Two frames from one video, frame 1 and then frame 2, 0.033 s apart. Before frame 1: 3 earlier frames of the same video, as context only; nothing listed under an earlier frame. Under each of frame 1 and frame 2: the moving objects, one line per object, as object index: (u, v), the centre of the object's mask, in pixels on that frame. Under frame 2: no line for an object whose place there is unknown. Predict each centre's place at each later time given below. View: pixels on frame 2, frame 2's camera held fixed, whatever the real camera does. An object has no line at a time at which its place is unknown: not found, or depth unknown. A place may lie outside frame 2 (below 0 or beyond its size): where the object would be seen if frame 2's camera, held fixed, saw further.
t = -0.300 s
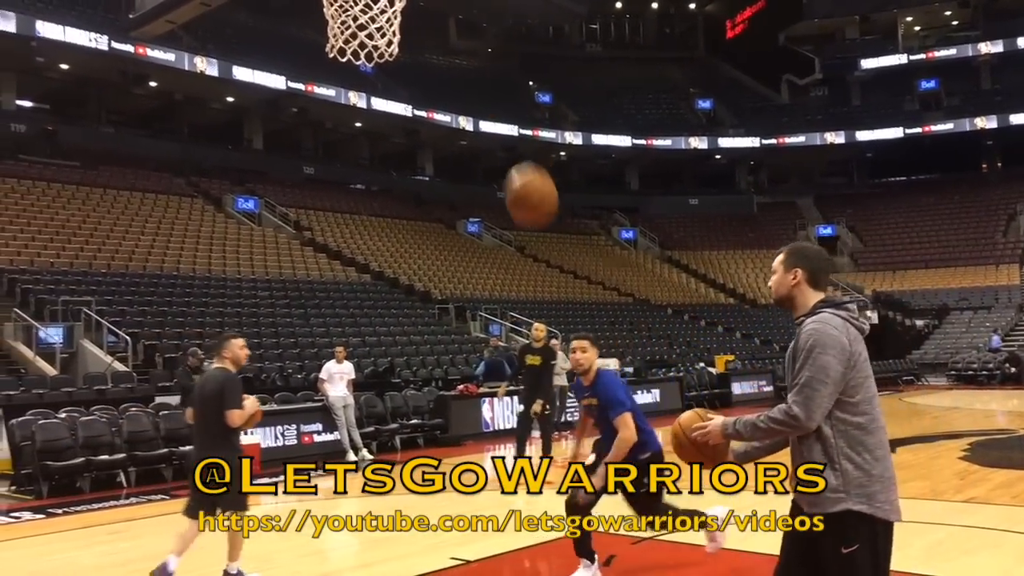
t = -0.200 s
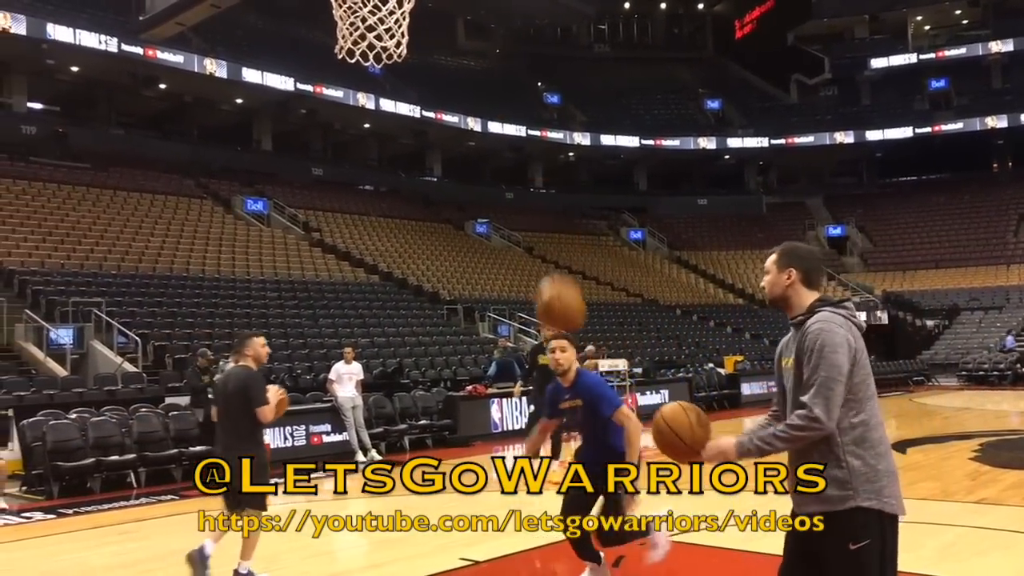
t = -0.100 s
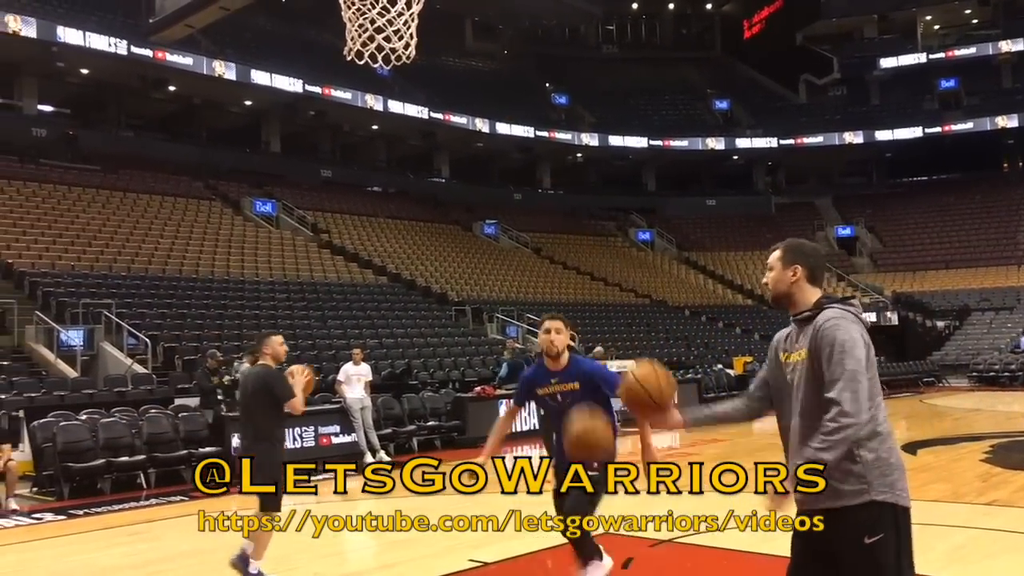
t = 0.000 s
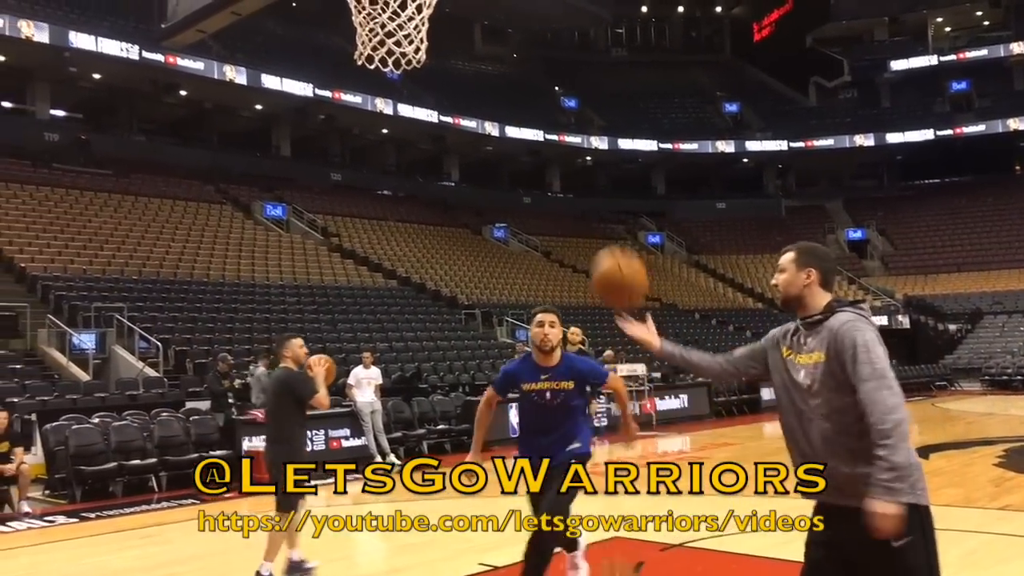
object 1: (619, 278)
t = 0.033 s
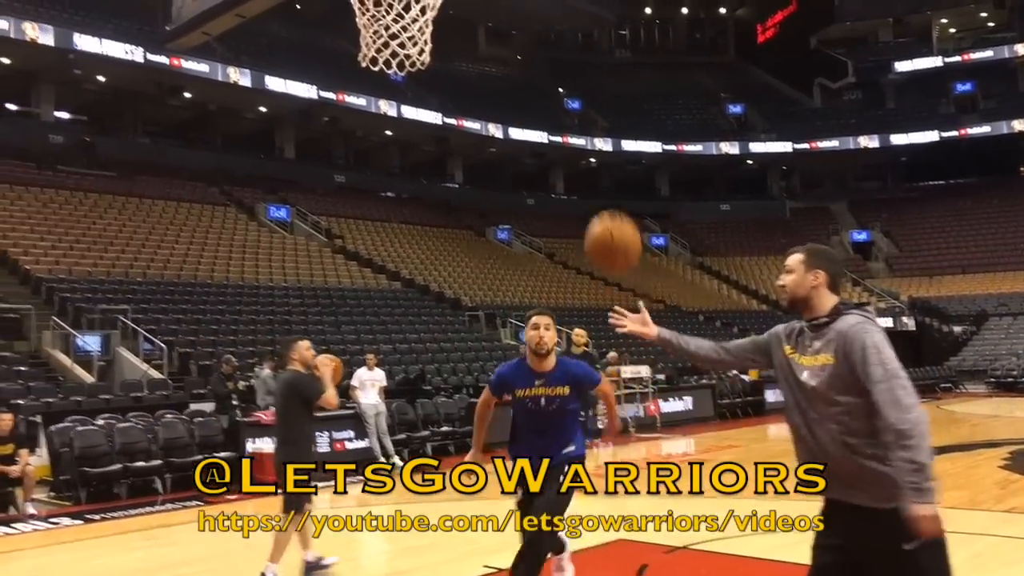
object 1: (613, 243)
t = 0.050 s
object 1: (606, 222)
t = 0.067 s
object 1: (599, 206)
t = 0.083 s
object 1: (592, 190)
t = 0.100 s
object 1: (585, 172)
